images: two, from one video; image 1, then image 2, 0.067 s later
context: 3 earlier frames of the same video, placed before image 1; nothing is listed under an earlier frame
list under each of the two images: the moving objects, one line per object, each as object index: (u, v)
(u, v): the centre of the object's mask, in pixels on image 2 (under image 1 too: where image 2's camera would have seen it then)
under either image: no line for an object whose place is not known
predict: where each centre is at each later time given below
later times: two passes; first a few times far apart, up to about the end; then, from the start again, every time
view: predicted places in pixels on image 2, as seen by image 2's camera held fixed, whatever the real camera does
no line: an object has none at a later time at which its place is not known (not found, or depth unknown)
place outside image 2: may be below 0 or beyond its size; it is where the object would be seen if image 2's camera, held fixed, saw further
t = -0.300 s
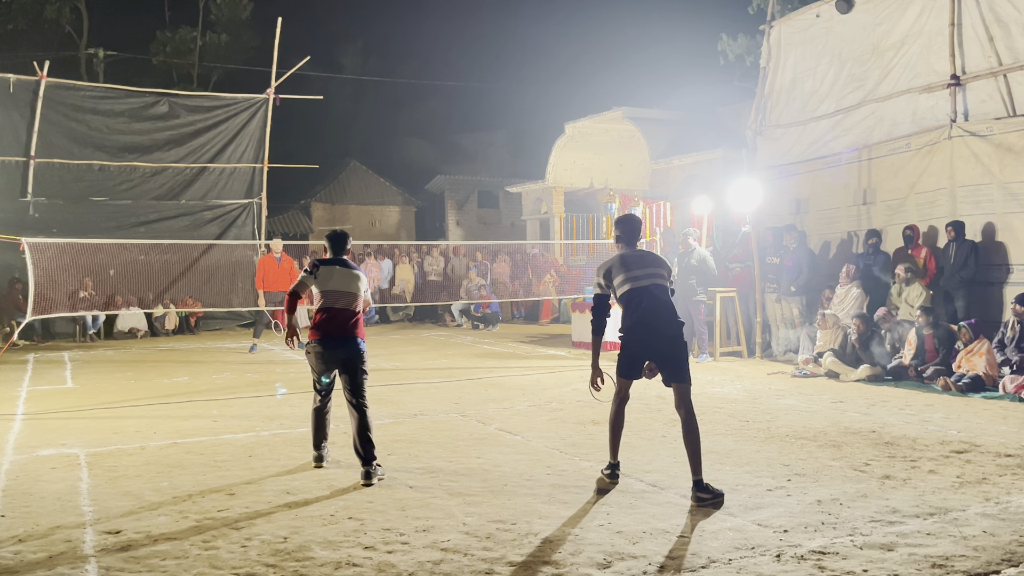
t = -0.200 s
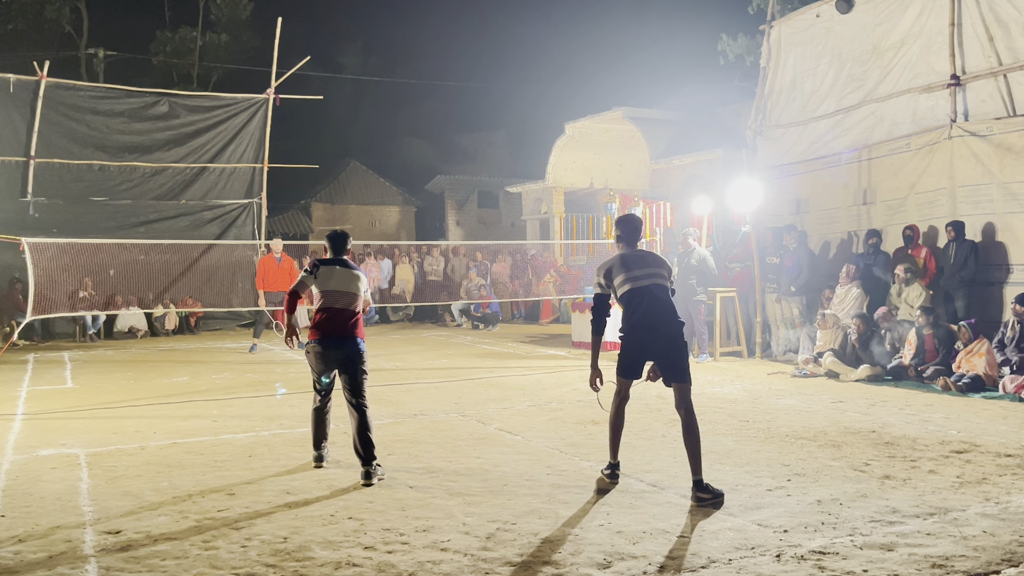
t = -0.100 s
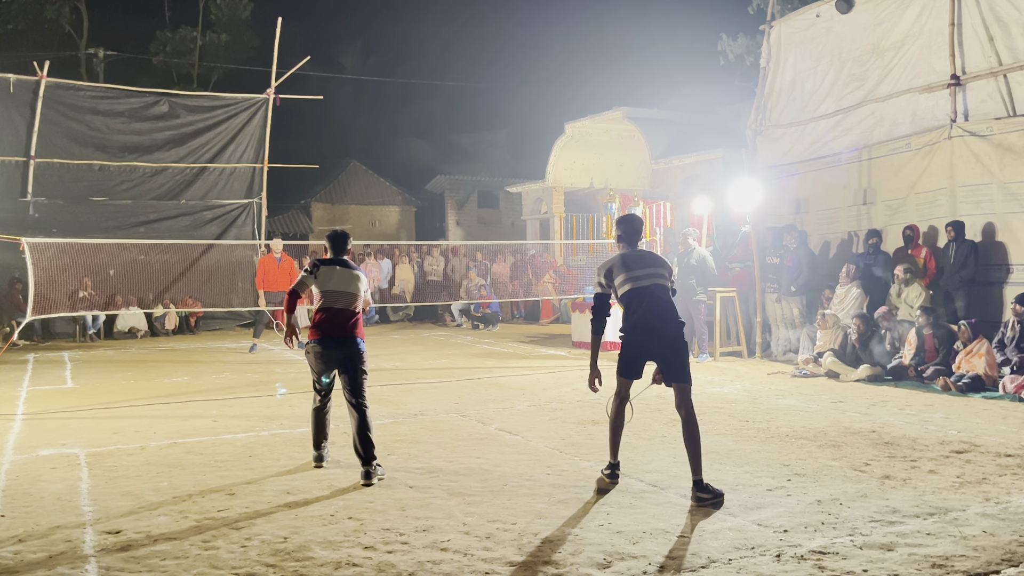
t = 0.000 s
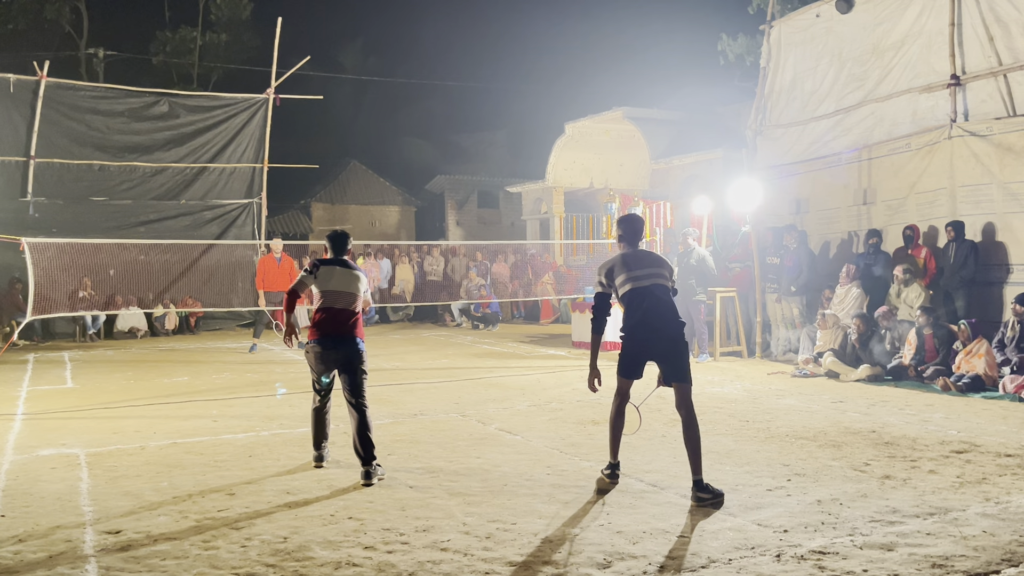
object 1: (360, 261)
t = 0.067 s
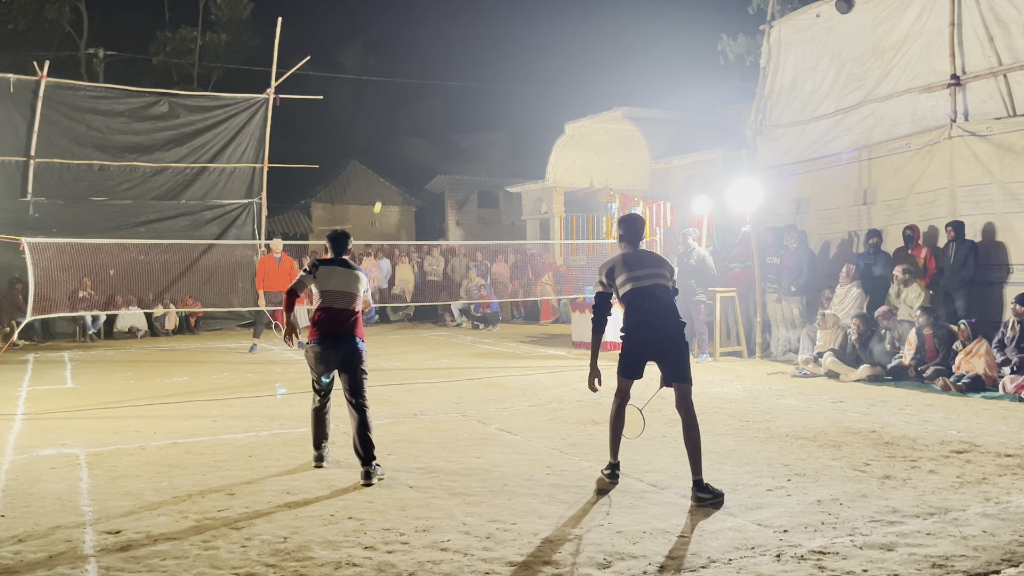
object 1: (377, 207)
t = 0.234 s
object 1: (418, 105)
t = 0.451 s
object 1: (462, 26)
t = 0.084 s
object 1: (382, 195)
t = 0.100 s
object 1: (385, 185)
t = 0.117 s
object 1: (390, 173)
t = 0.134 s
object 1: (394, 162)
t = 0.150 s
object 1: (398, 152)
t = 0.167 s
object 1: (401, 142)
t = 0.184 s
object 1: (405, 132)
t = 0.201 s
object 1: (409, 123)
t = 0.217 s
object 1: (412, 114)
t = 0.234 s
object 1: (418, 105)
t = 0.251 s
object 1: (420, 97)
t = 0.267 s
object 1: (424, 90)
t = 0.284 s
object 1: (427, 83)
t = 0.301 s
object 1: (430, 75)
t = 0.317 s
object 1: (434, 69)
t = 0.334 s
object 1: (437, 62)
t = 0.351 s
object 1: (441, 56)
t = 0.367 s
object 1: (444, 50)
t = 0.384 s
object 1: (448, 44)
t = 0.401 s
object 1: (451, 39)
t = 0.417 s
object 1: (455, 34)
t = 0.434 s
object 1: (458, 30)
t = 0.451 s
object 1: (462, 26)
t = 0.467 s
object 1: (465, 22)
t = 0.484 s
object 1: (469, 18)
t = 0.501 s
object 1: (472, 15)
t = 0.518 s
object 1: (475, 12)
